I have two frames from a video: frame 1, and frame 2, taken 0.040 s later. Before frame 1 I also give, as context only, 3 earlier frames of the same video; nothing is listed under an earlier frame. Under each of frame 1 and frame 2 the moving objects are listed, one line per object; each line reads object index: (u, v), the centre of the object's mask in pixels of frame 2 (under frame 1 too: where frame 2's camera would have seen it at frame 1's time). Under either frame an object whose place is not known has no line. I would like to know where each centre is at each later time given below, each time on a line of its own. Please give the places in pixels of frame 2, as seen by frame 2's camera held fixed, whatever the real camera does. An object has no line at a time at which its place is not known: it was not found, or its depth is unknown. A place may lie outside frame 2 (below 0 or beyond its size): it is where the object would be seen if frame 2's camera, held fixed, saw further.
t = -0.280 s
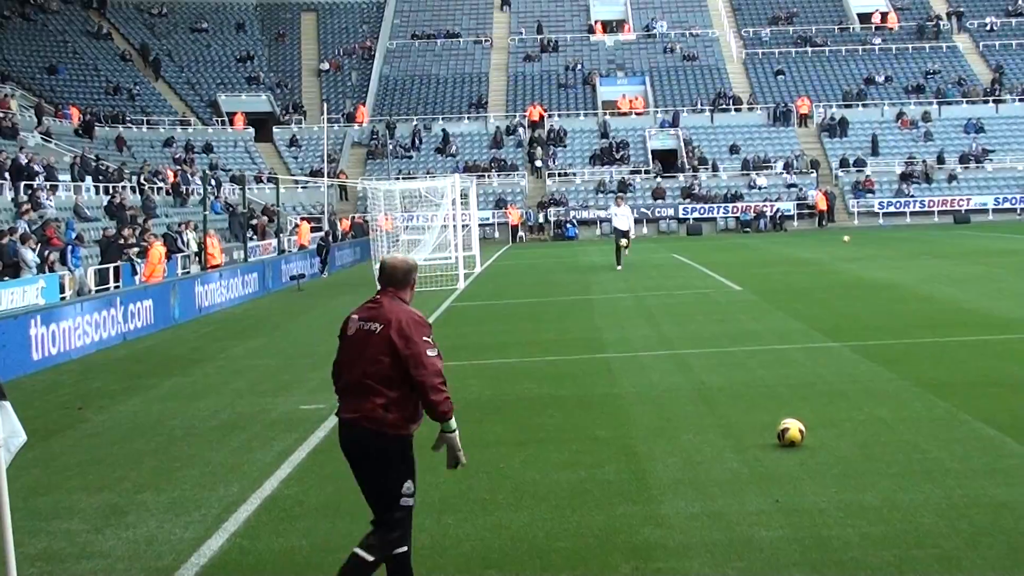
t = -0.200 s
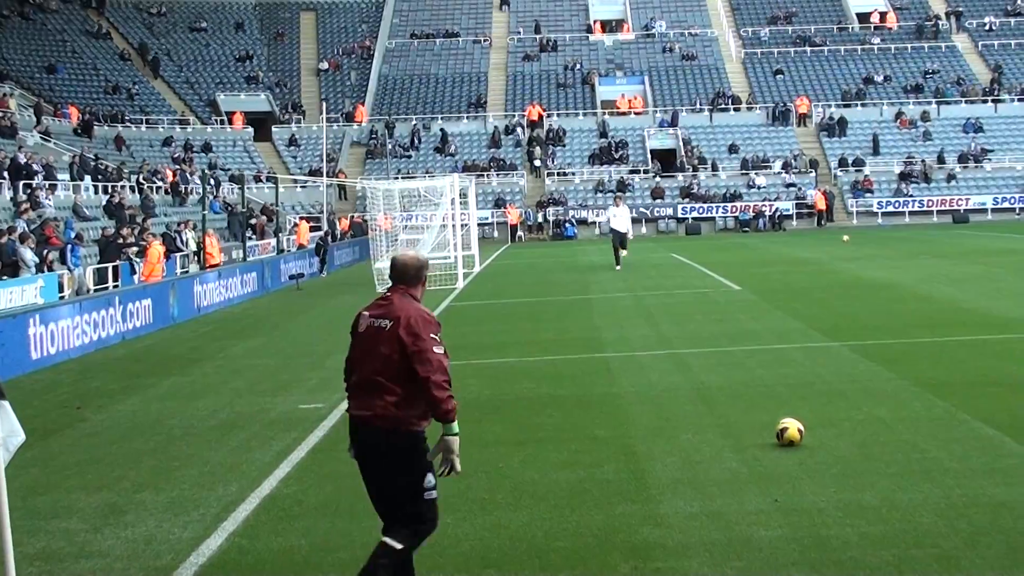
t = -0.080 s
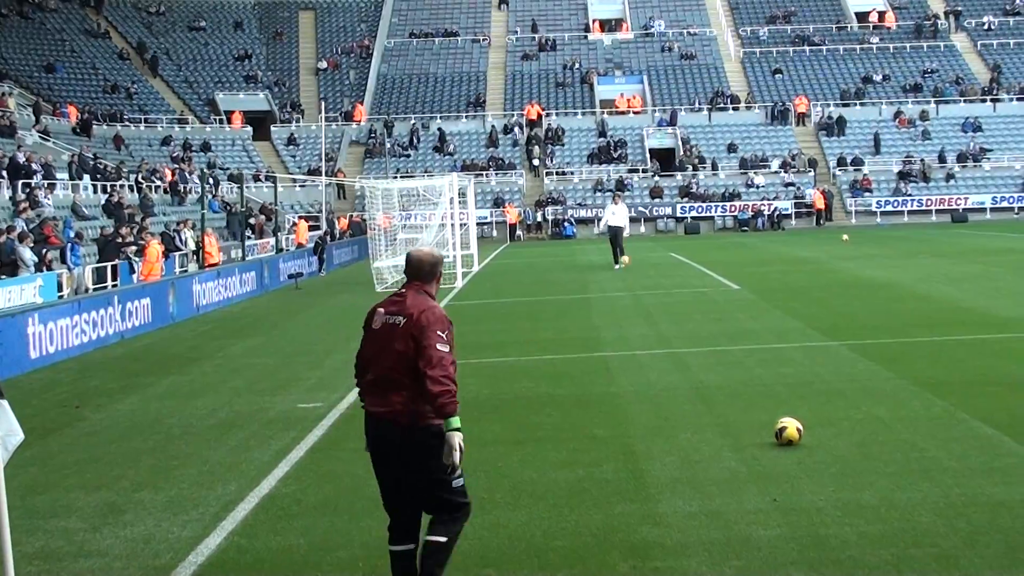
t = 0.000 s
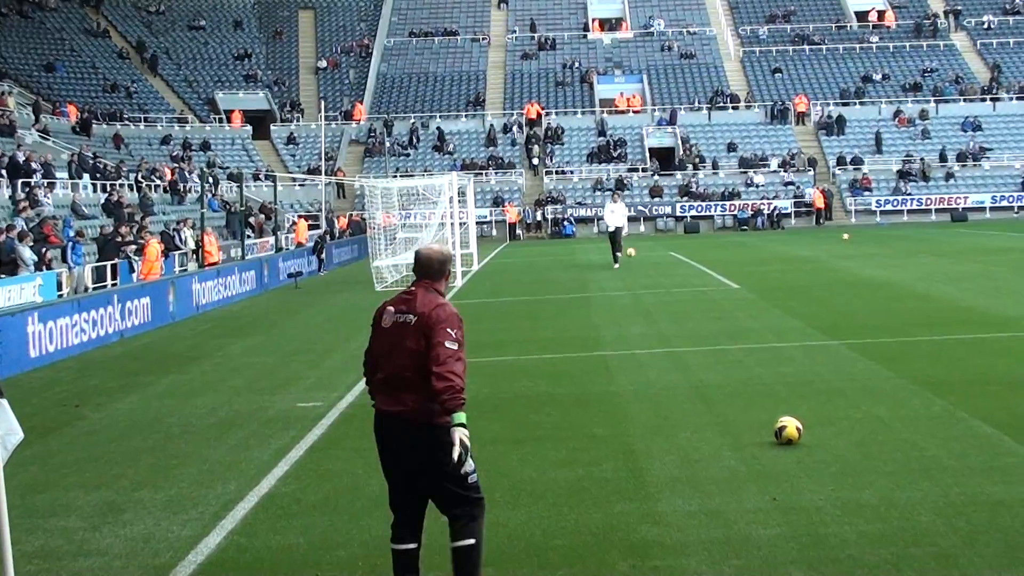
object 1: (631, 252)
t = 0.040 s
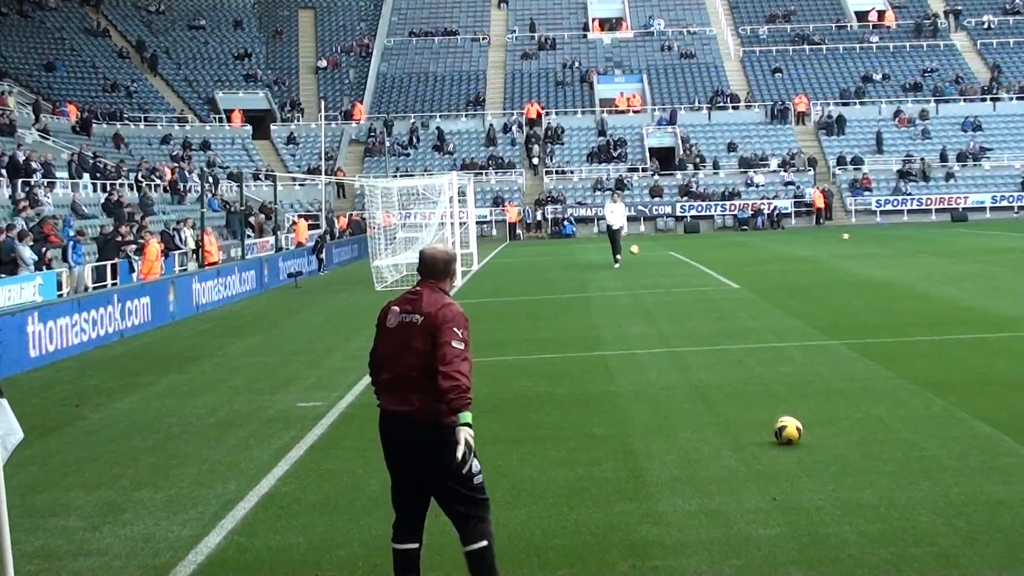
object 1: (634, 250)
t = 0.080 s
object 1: (638, 247)
